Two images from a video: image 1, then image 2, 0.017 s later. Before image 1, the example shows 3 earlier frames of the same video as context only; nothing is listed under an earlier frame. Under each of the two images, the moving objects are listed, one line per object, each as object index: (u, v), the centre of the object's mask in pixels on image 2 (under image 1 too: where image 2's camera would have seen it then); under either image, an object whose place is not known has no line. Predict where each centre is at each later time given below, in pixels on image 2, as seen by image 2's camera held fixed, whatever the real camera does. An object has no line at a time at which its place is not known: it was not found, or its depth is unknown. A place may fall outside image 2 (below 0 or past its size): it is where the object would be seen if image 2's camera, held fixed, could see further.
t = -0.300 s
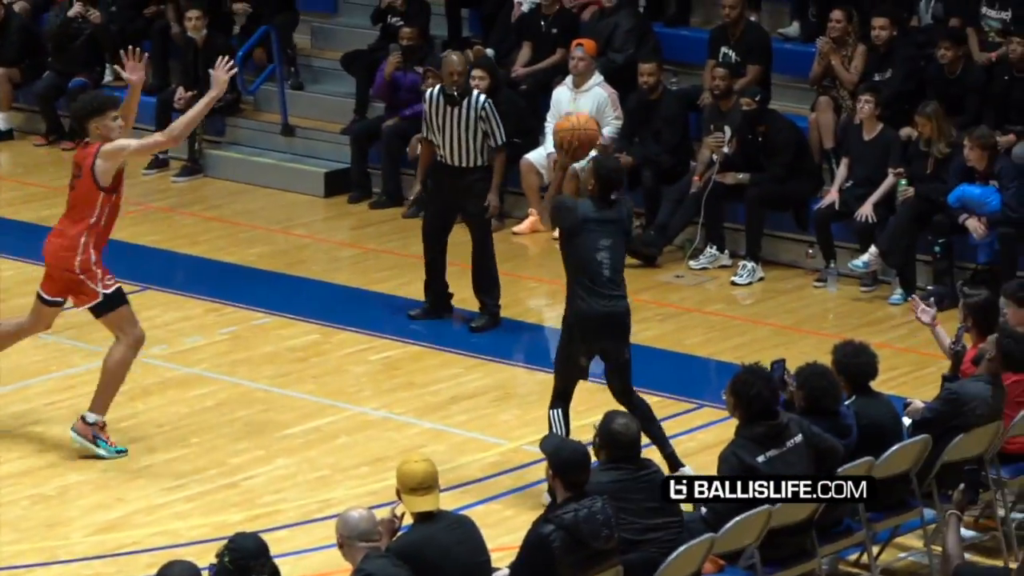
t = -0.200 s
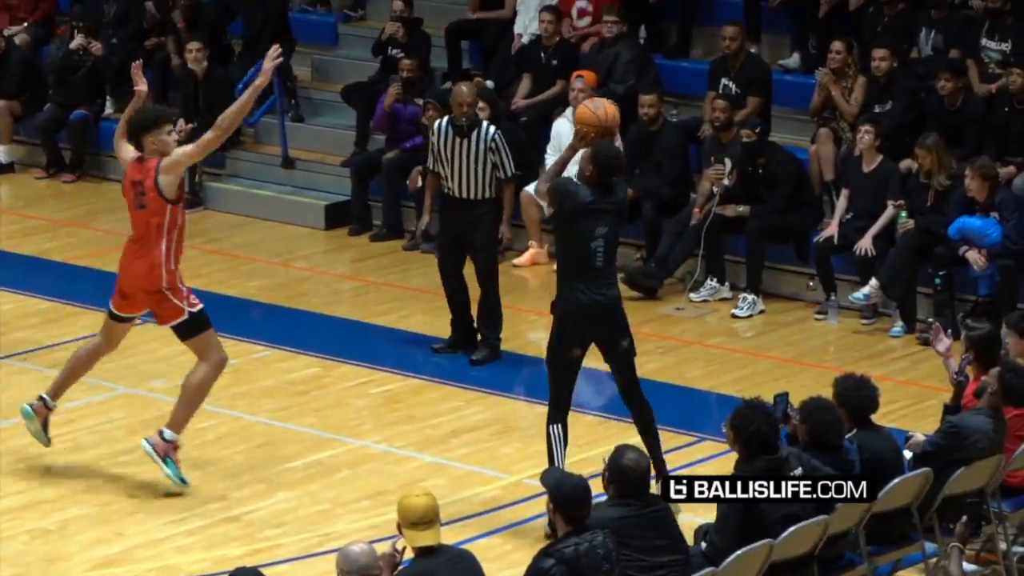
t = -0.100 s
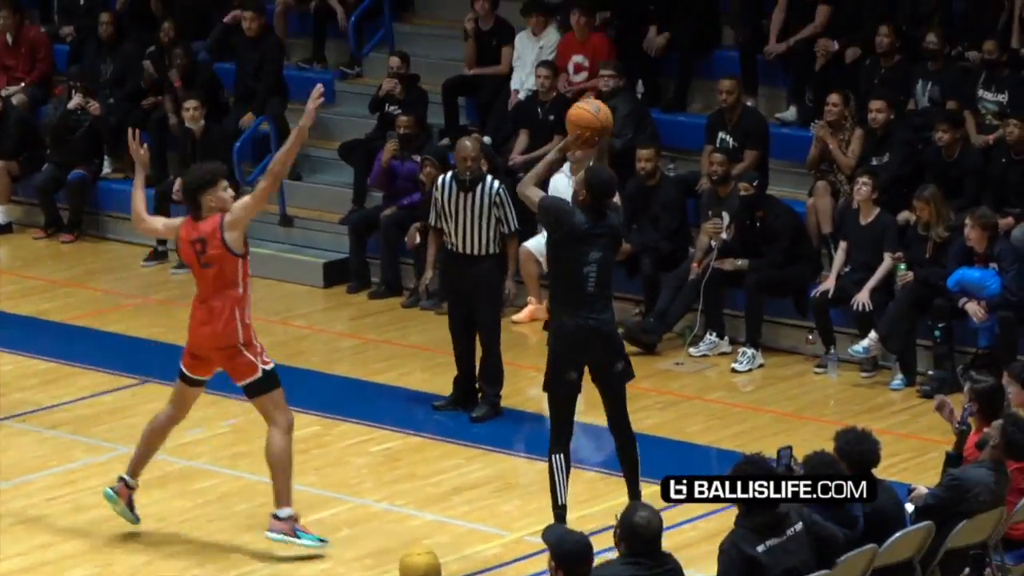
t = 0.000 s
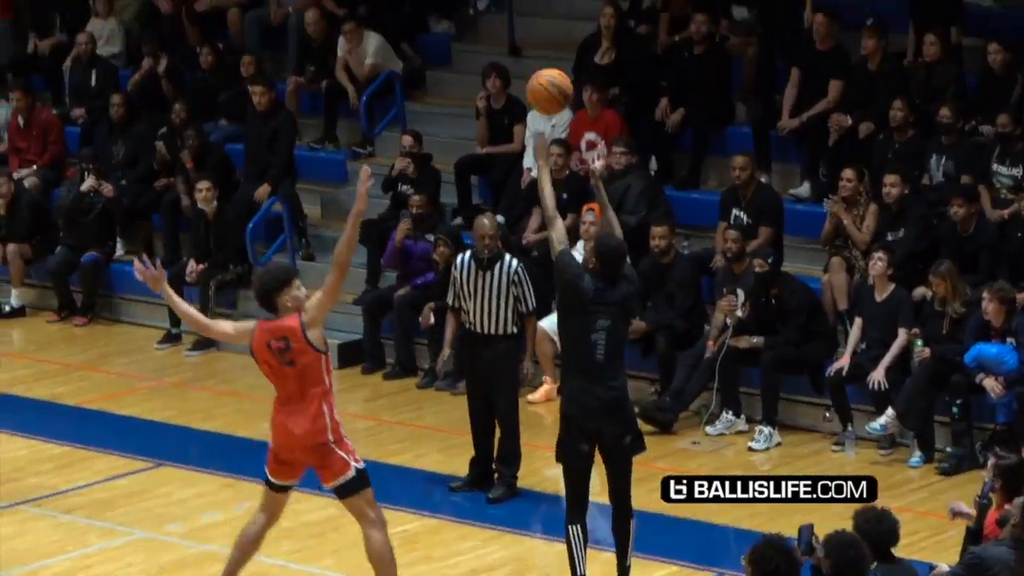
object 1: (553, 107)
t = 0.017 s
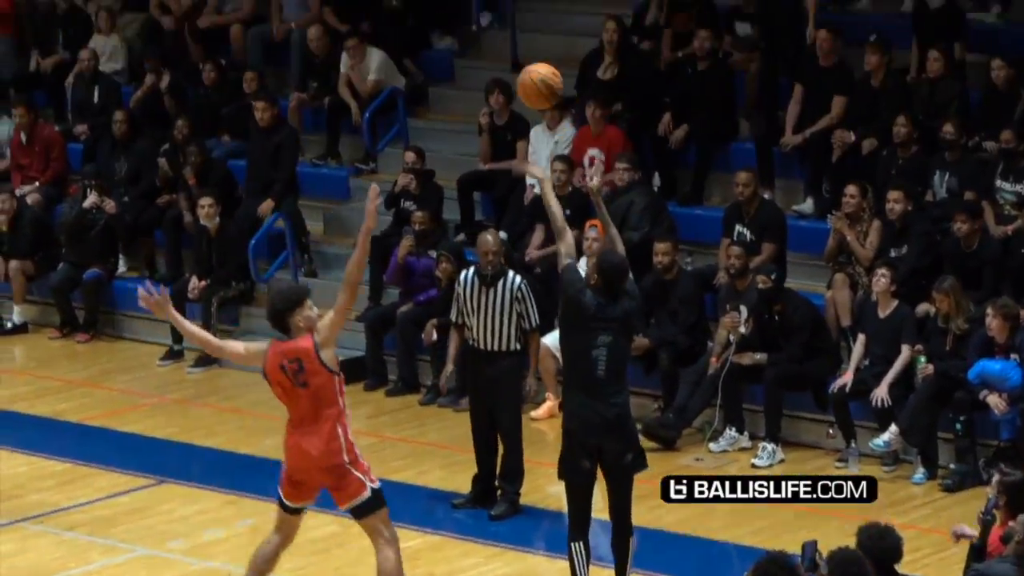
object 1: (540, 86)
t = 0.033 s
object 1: (527, 65)
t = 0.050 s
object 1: (513, 45)
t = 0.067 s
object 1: (500, 26)
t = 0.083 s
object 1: (488, 6)
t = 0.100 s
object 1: (475, -12)
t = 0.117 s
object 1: (462, -30)
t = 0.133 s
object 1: (449, -48)
